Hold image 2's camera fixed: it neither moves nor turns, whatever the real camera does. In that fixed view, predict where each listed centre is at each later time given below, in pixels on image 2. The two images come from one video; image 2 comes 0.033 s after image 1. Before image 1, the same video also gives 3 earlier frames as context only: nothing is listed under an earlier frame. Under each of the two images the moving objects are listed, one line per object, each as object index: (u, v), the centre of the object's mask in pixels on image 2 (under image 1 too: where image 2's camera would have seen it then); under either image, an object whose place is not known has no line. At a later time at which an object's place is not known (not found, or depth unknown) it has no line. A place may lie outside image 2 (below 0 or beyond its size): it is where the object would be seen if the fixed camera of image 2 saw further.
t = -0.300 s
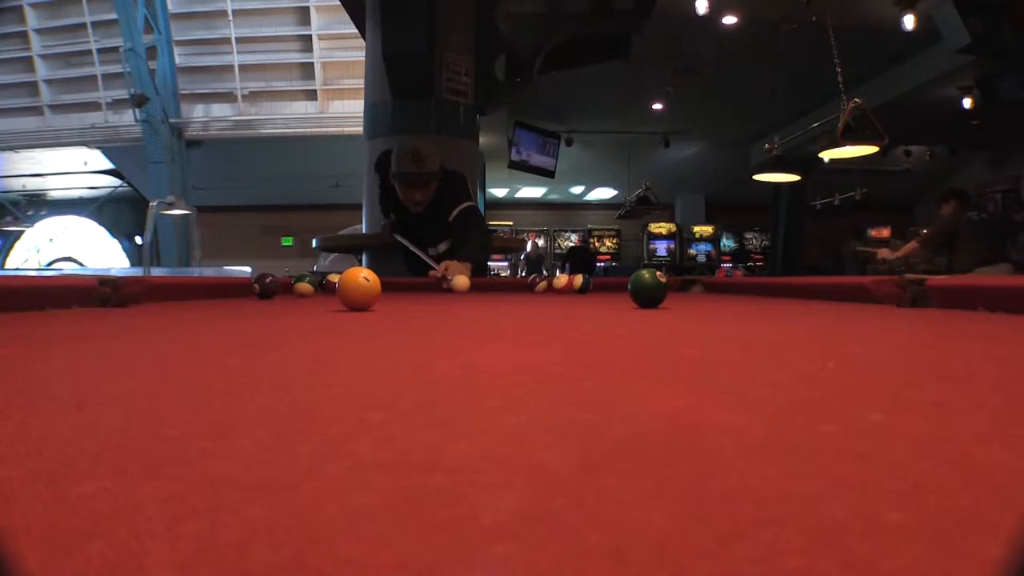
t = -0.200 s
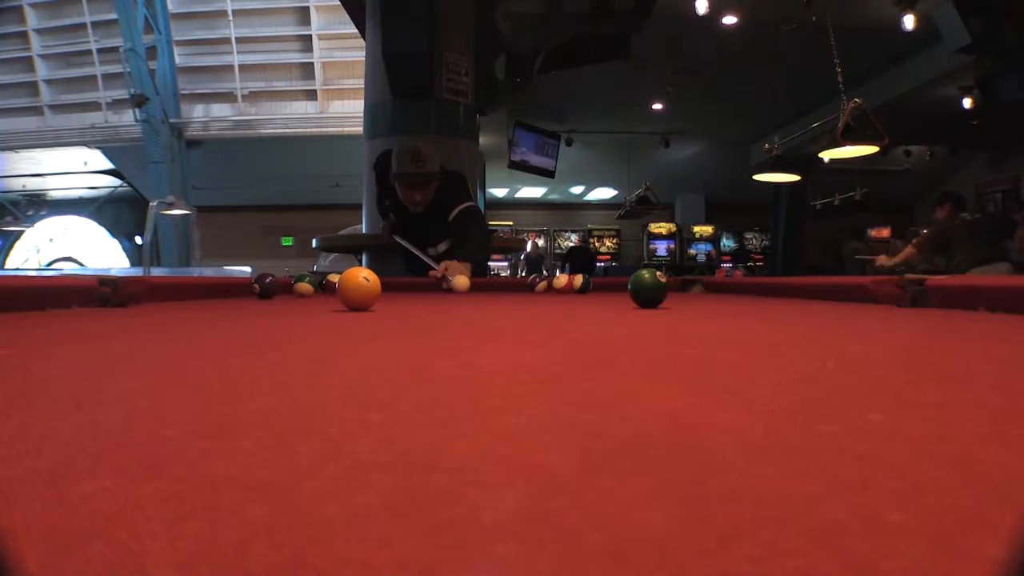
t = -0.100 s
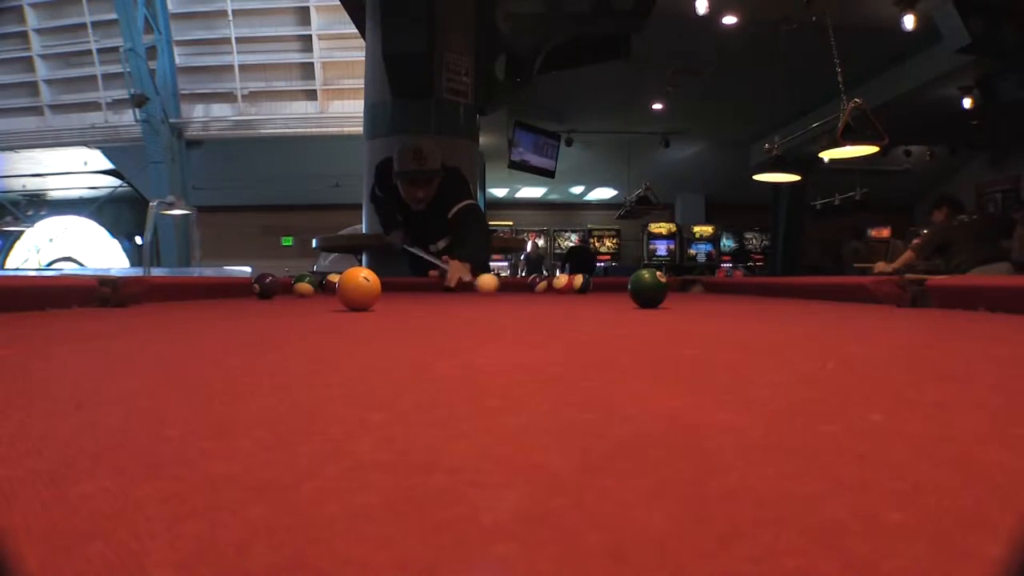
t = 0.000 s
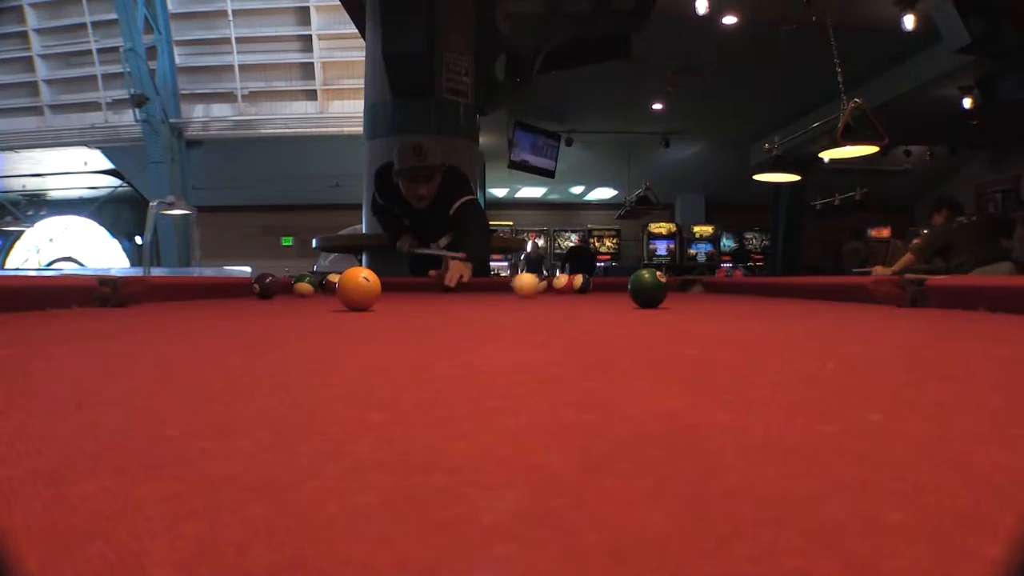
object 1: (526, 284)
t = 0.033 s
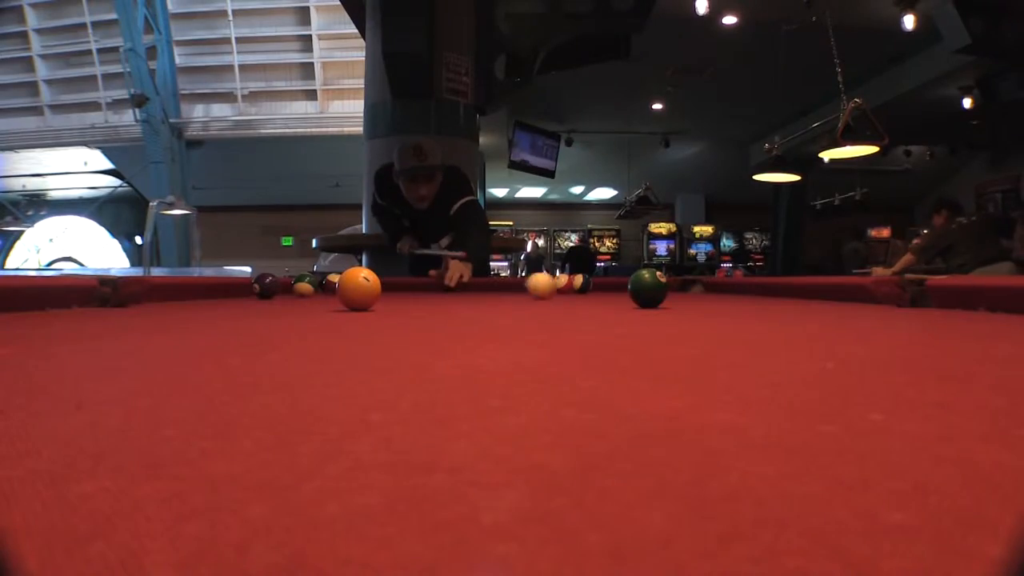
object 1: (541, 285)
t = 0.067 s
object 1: (557, 286)
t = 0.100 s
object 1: (575, 286)
